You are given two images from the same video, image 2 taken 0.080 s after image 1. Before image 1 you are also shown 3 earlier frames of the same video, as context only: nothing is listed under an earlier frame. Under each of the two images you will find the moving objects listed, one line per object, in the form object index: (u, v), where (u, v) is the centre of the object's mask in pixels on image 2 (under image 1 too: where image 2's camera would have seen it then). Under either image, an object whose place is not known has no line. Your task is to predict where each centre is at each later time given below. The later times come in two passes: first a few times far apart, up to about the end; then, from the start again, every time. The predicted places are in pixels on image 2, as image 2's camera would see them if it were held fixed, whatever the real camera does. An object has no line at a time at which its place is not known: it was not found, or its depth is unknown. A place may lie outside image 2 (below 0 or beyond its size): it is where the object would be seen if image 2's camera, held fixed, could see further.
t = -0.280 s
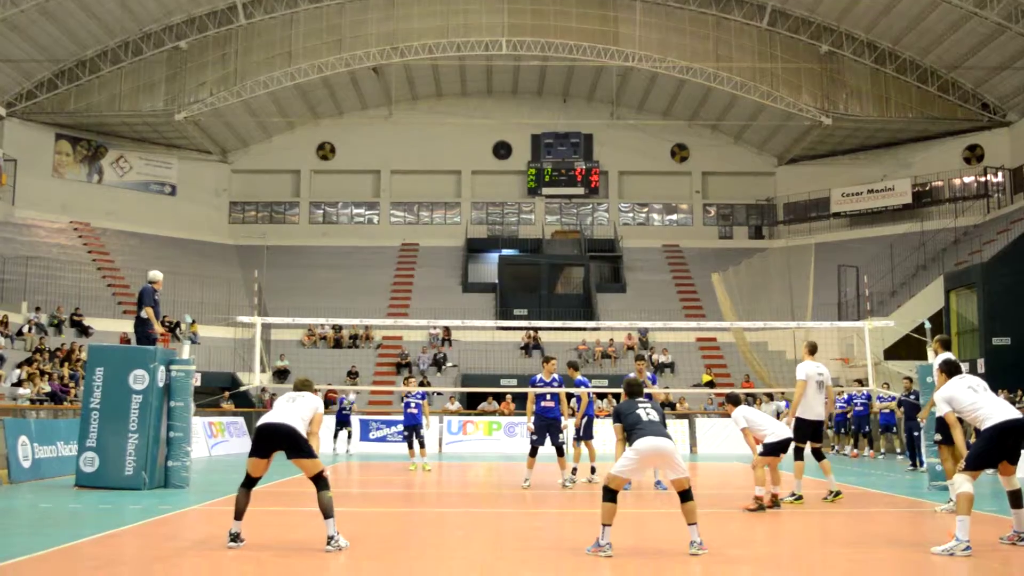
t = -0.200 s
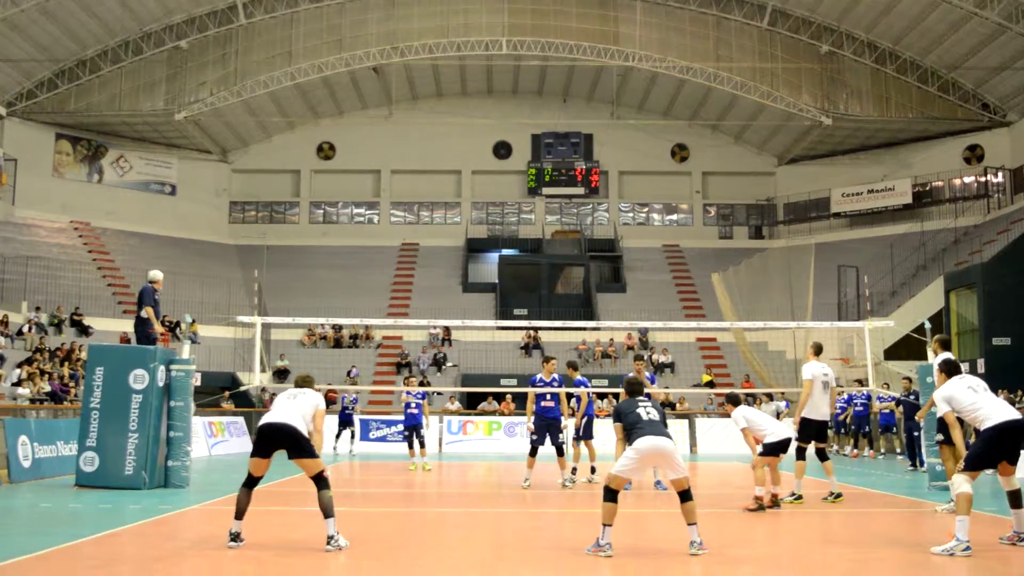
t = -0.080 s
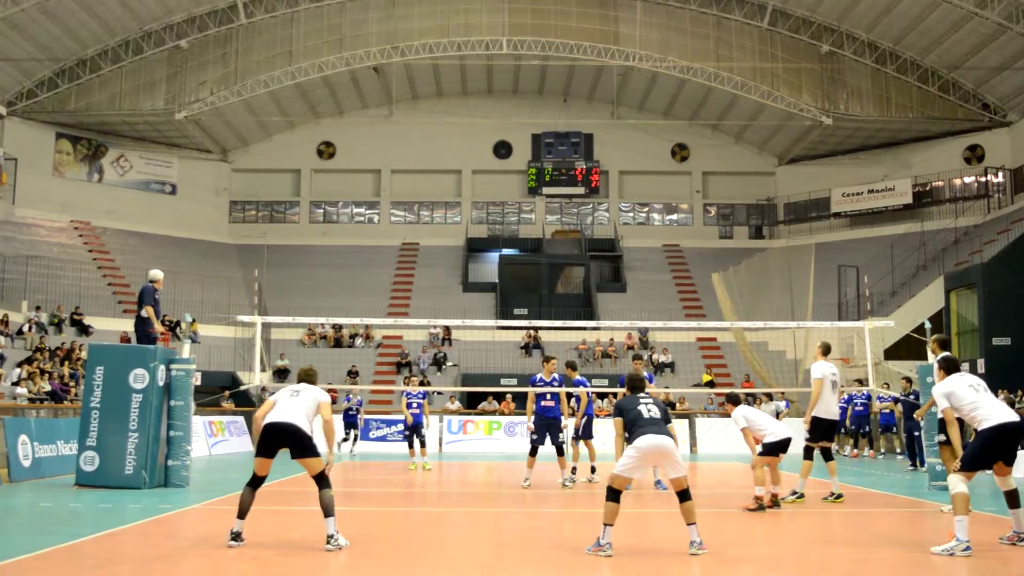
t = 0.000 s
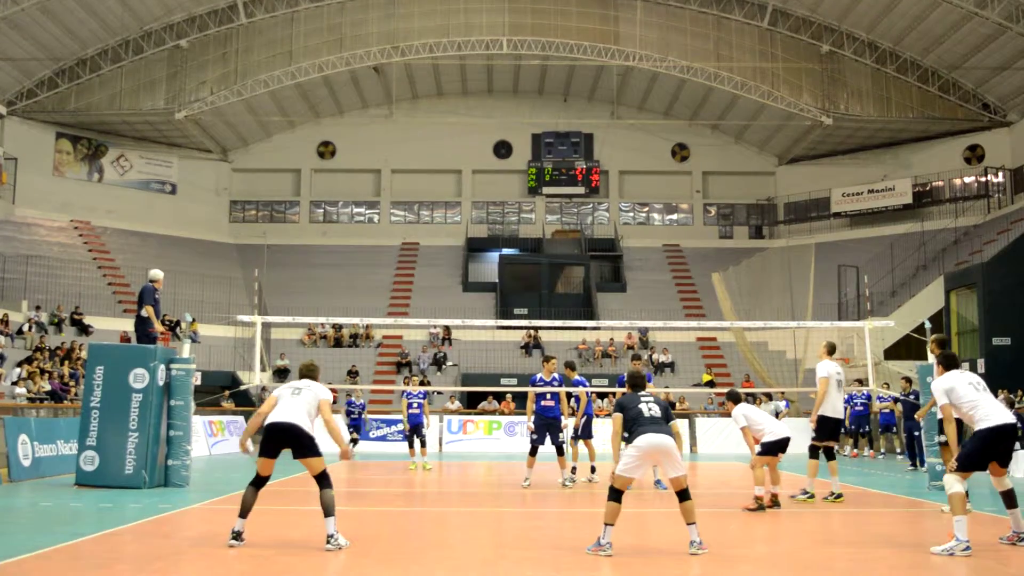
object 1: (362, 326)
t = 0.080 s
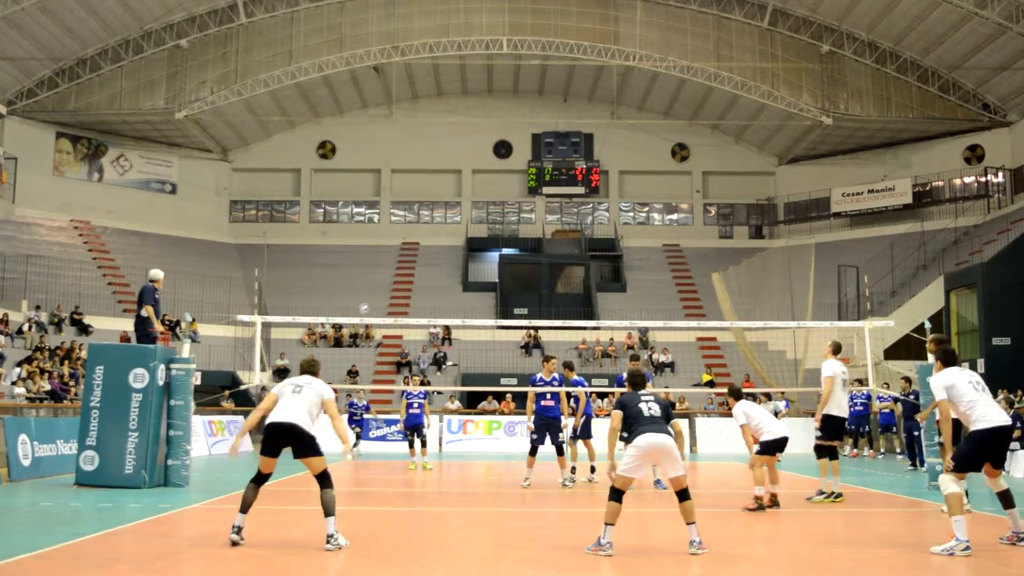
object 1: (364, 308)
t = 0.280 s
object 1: (371, 280)
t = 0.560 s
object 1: (380, 268)
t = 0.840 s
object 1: (389, 288)
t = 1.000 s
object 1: (393, 313)
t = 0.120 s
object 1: (365, 300)
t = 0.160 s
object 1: (367, 295)
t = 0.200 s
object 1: (368, 290)
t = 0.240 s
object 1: (370, 285)
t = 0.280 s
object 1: (371, 280)
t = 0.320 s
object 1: (373, 277)
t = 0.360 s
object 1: (373, 274)
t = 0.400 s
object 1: (375, 271)
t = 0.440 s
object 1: (377, 269)
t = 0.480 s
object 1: (377, 269)
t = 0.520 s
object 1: (379, 267)
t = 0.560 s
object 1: (380, 268)
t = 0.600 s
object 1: (381, 268)
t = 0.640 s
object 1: (383, 270)
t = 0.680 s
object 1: (384, 273)
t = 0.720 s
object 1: (385, 276)
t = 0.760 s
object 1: (386, 278)
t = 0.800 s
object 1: (388, 282)
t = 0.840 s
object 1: (389, 288)
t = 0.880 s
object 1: (390, 293)
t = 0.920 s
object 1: (391, 299)
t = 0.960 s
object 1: (392, 306)
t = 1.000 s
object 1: (393, 313)
